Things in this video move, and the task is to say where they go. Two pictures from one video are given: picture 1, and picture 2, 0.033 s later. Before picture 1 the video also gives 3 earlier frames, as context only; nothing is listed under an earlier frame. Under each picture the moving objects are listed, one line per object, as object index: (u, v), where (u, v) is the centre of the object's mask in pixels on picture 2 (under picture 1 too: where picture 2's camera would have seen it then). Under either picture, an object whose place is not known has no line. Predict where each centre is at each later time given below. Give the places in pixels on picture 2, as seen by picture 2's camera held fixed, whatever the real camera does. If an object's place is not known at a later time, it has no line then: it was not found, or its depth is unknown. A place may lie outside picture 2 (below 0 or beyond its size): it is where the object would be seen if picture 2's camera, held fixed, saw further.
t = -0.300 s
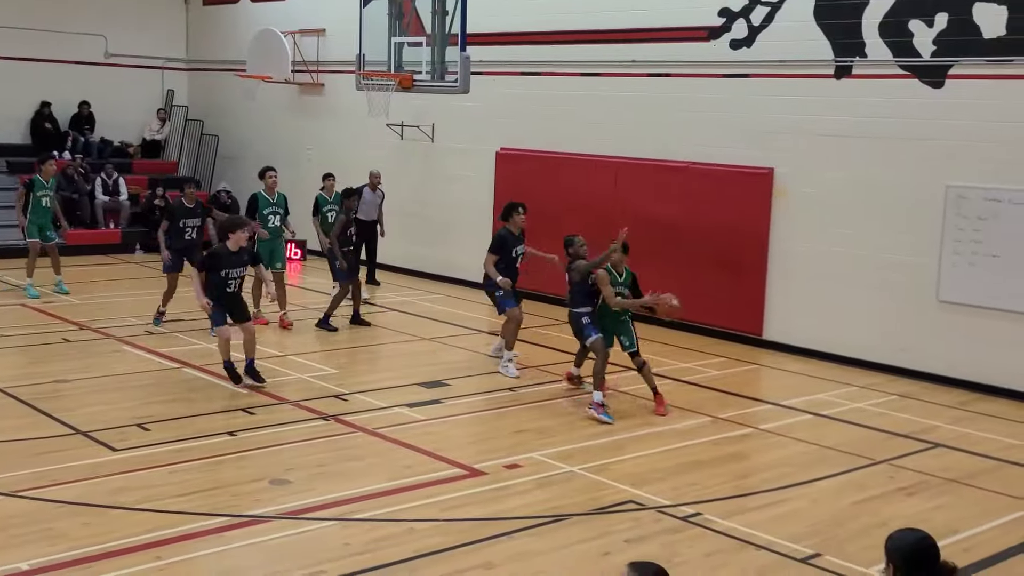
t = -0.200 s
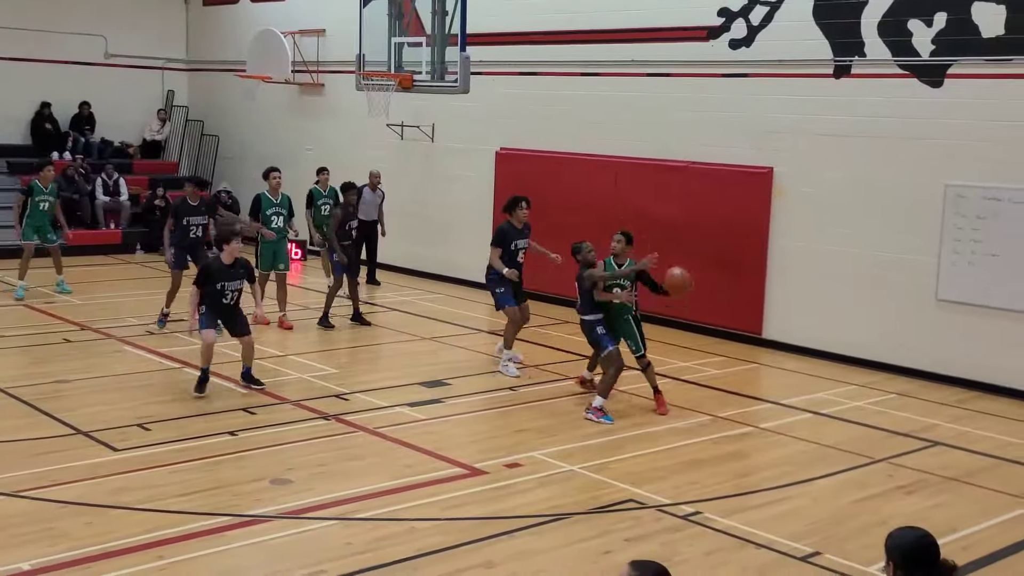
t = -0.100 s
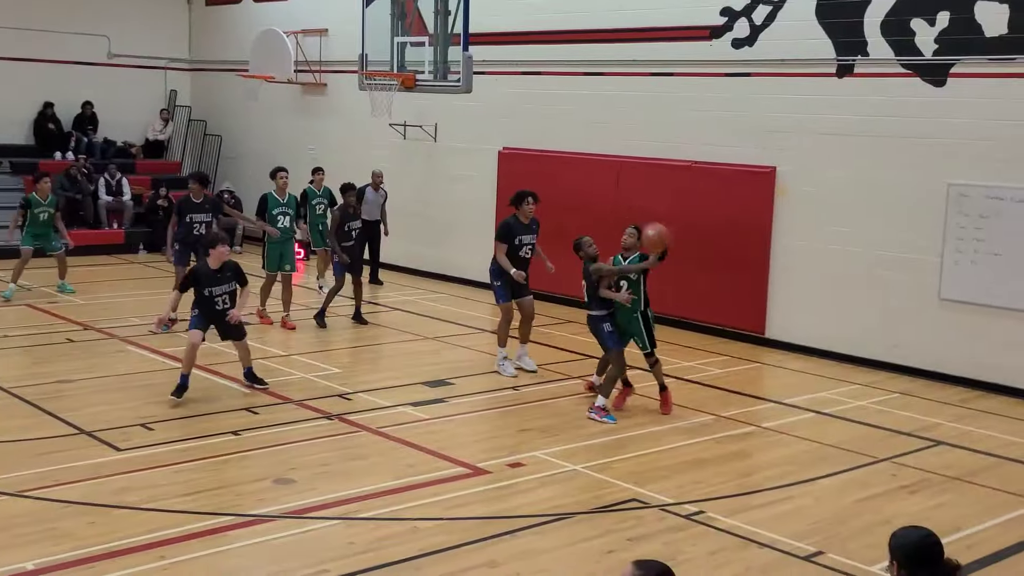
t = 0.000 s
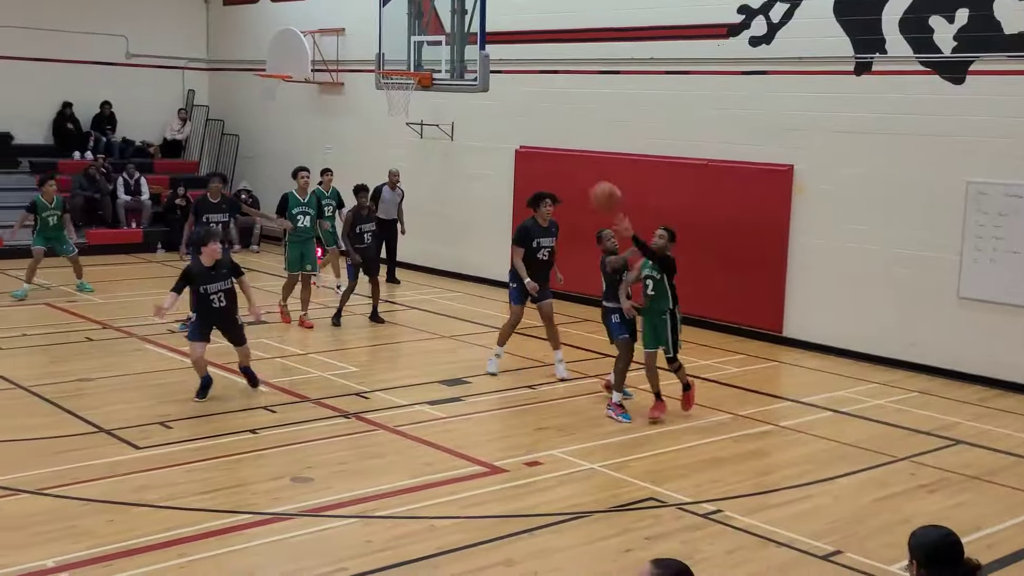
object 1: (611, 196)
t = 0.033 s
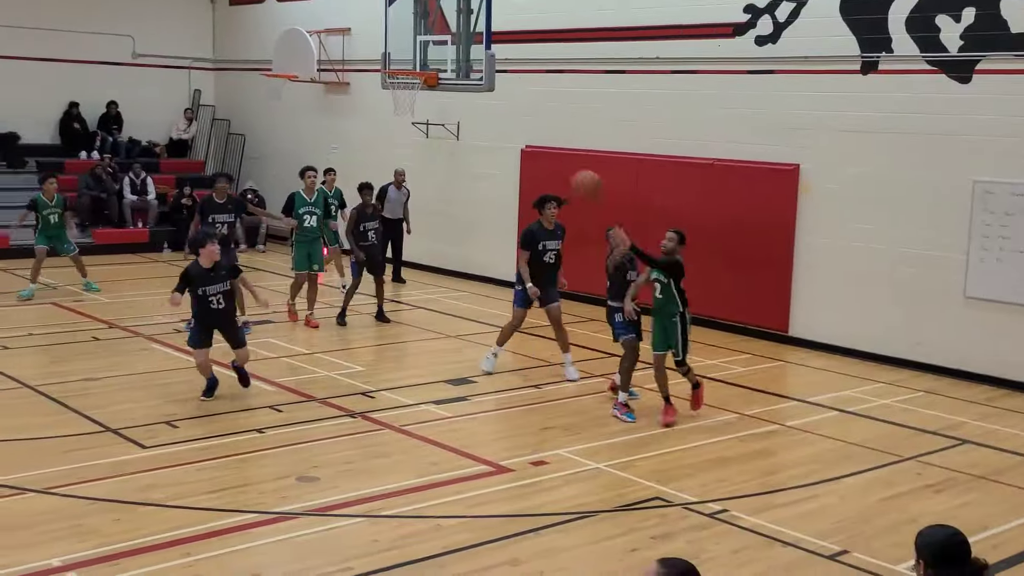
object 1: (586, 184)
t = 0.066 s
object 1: (562, 173)
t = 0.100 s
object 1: (538, 164)
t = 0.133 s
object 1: (511, 159)
